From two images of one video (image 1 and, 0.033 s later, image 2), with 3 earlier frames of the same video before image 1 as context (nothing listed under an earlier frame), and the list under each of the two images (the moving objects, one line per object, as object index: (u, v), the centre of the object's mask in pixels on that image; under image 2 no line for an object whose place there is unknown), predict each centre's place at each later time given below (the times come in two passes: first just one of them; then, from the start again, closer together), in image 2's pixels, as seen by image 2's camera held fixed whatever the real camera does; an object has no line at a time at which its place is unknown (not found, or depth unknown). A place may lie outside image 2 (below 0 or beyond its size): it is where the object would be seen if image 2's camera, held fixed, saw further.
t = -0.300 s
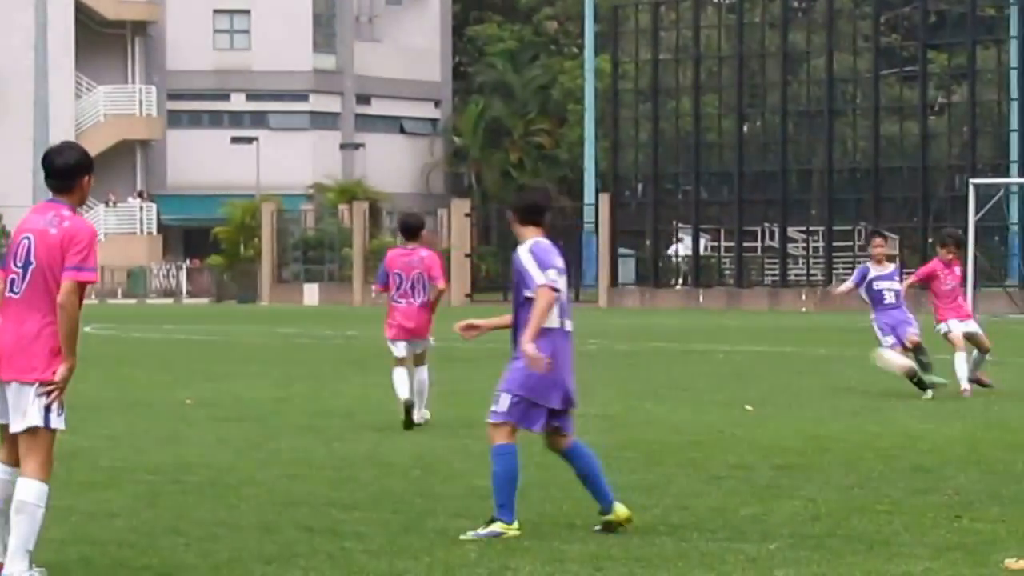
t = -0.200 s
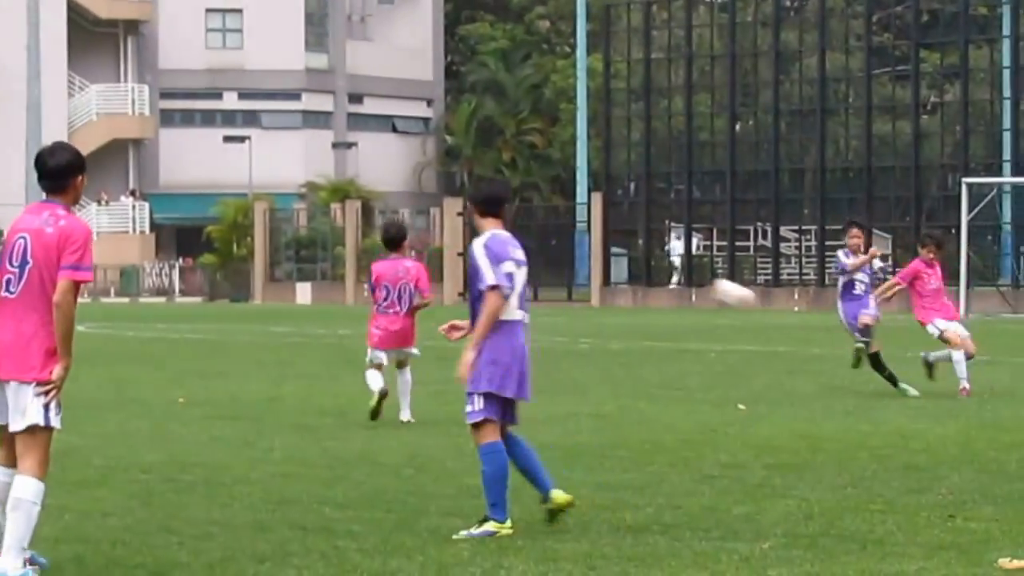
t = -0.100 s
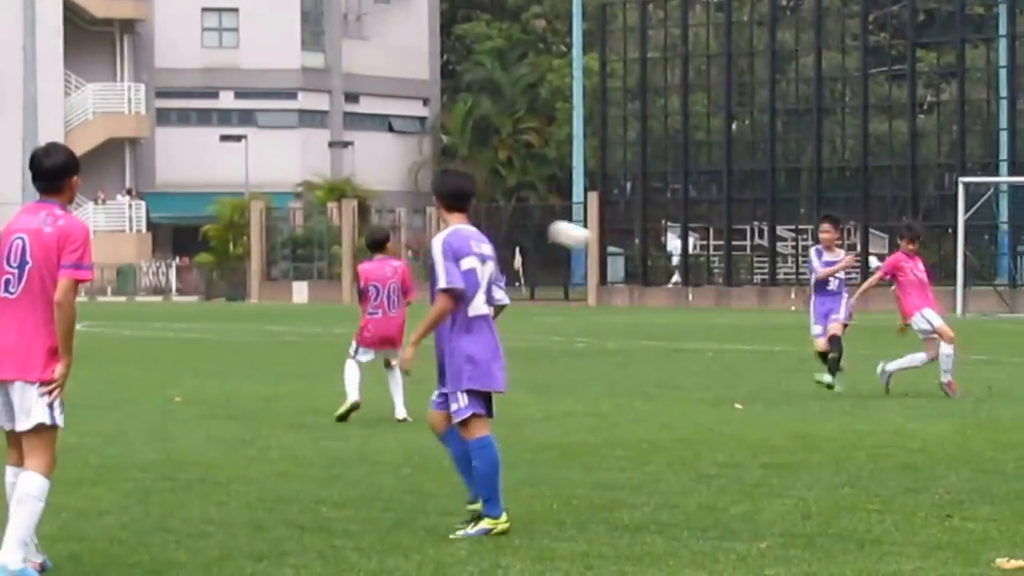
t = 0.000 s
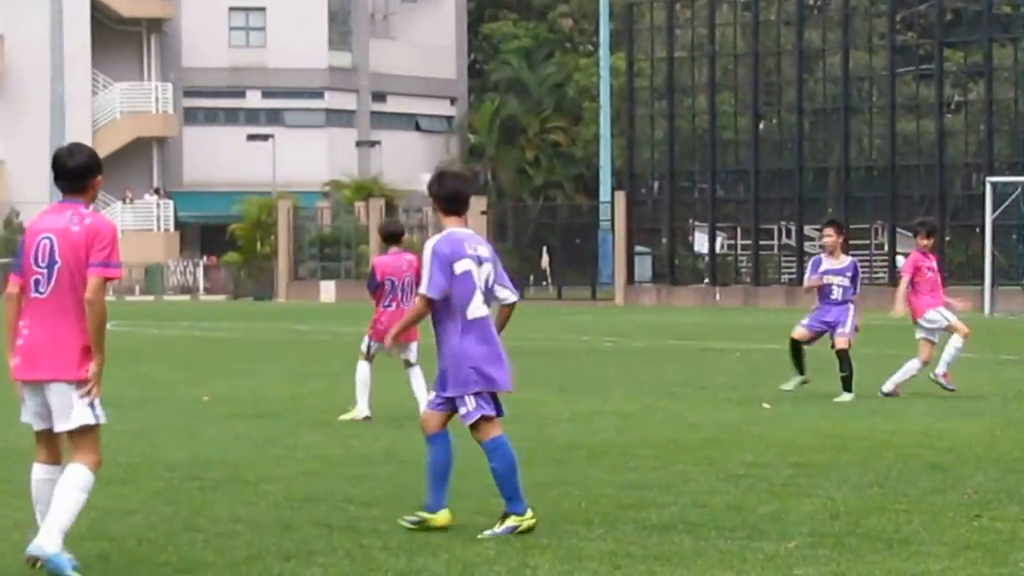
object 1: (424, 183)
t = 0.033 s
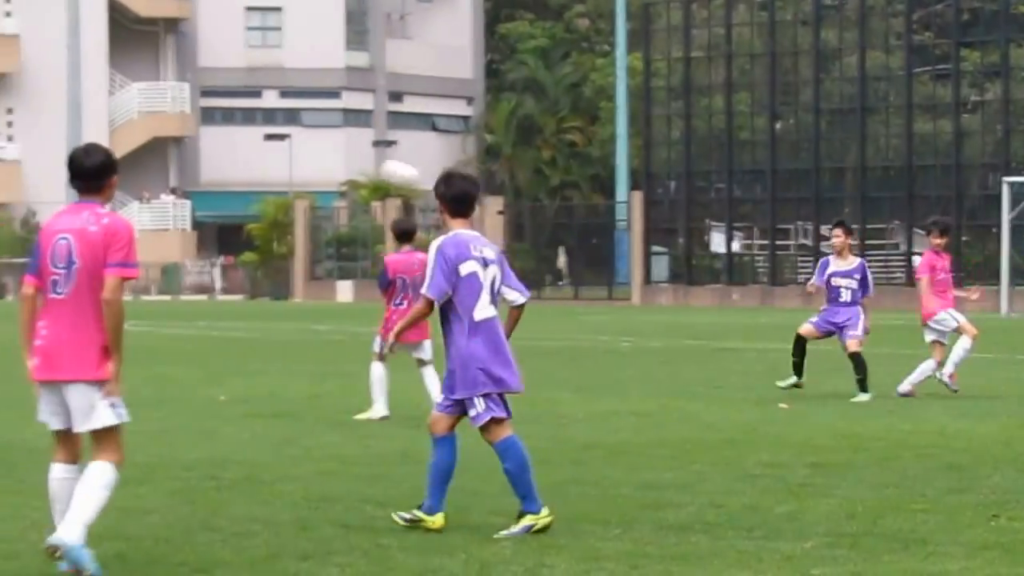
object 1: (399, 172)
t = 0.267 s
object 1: (10, 118)
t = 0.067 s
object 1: (347, 161)
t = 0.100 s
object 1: (290, 152)
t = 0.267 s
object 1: (10, 118)
